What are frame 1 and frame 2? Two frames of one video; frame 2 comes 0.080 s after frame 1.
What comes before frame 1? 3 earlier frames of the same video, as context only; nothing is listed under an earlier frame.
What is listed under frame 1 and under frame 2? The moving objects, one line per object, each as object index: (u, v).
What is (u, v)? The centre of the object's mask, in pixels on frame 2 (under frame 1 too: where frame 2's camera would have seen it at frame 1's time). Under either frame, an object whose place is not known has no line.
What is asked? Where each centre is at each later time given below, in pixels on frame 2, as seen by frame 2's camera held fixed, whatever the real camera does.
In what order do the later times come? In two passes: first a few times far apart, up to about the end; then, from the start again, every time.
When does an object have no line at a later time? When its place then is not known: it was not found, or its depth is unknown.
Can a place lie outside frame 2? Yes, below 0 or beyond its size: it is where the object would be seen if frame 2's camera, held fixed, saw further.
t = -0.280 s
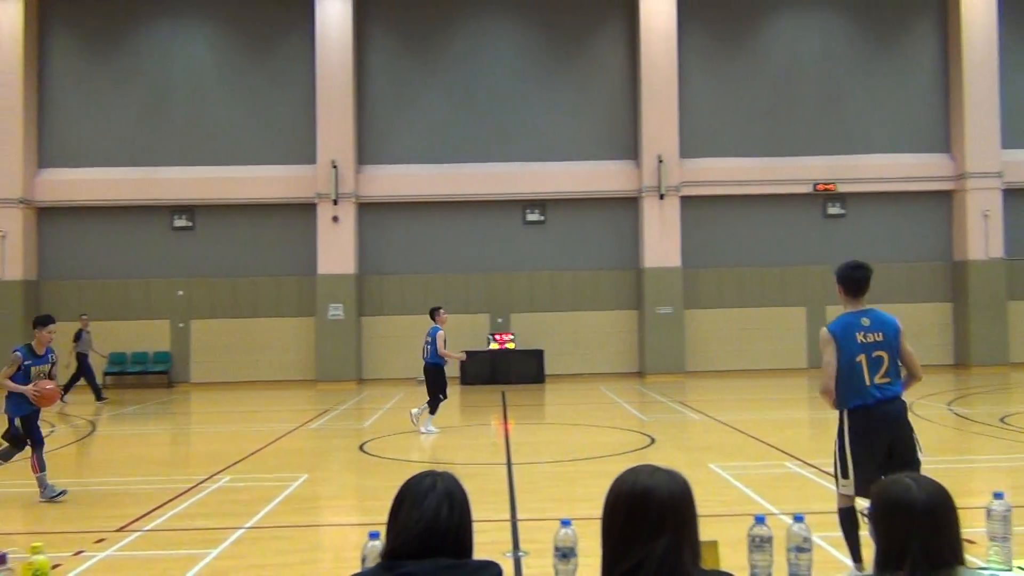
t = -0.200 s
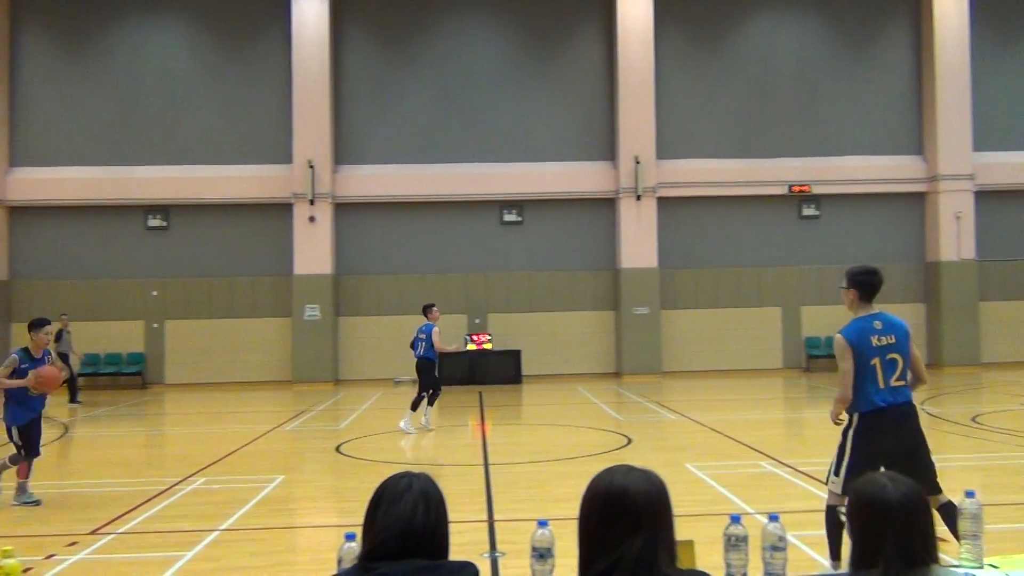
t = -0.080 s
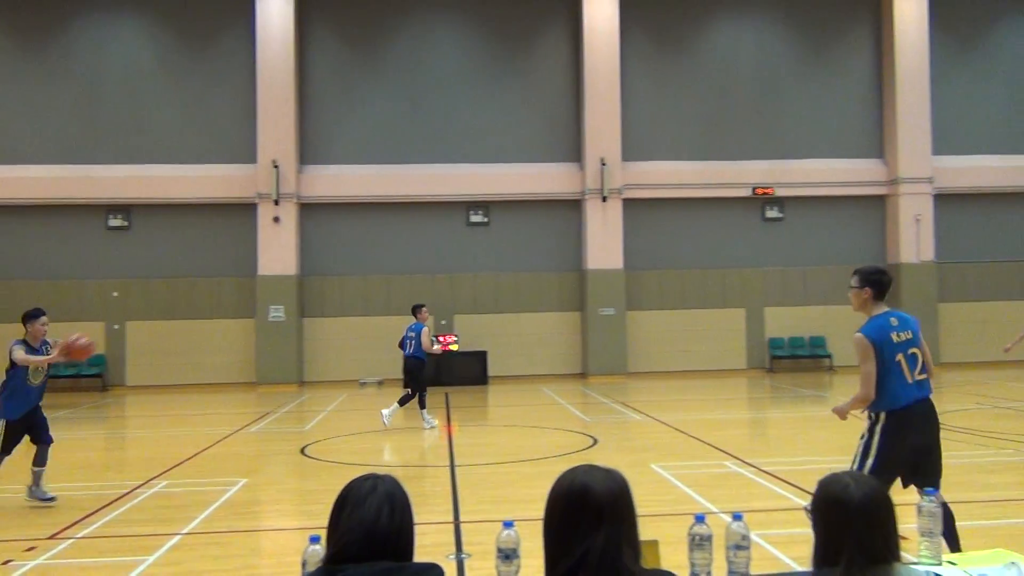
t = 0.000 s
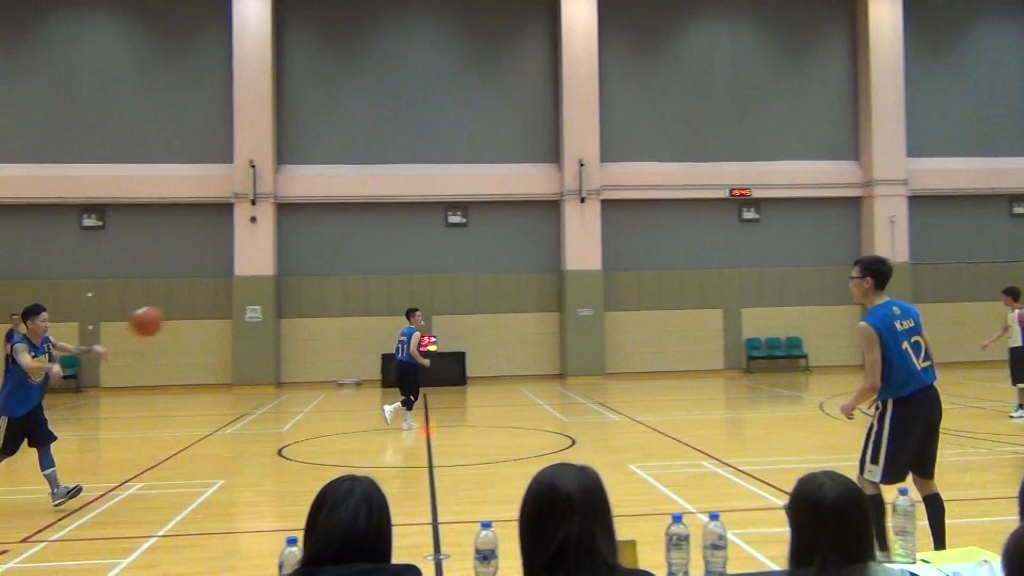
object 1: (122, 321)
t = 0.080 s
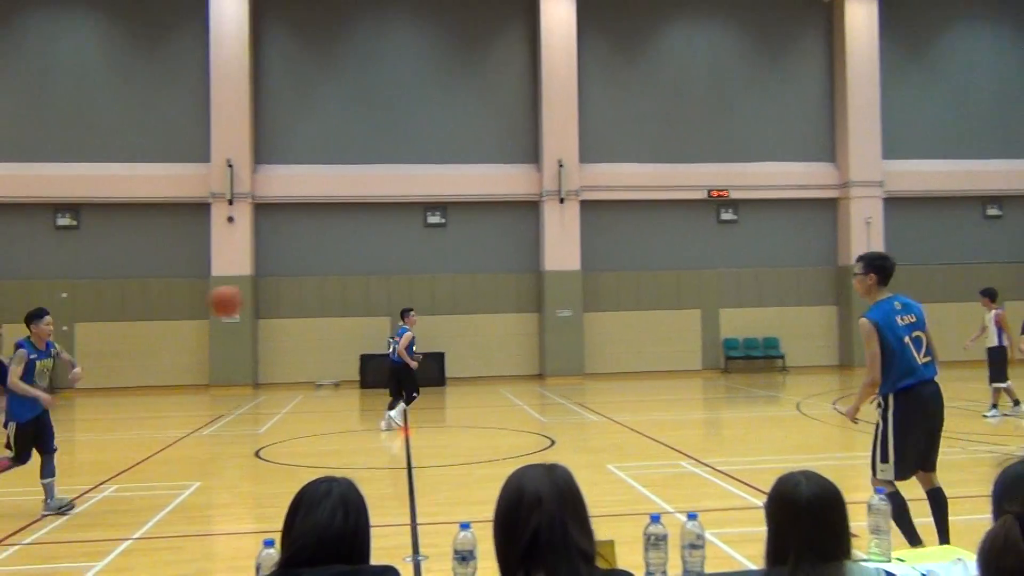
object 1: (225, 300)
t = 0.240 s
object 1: (456, 274)
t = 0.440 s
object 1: (801, 282)
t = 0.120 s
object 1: (280, 292)
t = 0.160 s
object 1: (337, 285)
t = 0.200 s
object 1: (395, 279)
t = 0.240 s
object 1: (456, 274)
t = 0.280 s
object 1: (519, 272)
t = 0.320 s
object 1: (586, 272)
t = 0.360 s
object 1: (653, 273)
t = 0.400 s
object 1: (726, 276)
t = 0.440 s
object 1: (801, 282)
